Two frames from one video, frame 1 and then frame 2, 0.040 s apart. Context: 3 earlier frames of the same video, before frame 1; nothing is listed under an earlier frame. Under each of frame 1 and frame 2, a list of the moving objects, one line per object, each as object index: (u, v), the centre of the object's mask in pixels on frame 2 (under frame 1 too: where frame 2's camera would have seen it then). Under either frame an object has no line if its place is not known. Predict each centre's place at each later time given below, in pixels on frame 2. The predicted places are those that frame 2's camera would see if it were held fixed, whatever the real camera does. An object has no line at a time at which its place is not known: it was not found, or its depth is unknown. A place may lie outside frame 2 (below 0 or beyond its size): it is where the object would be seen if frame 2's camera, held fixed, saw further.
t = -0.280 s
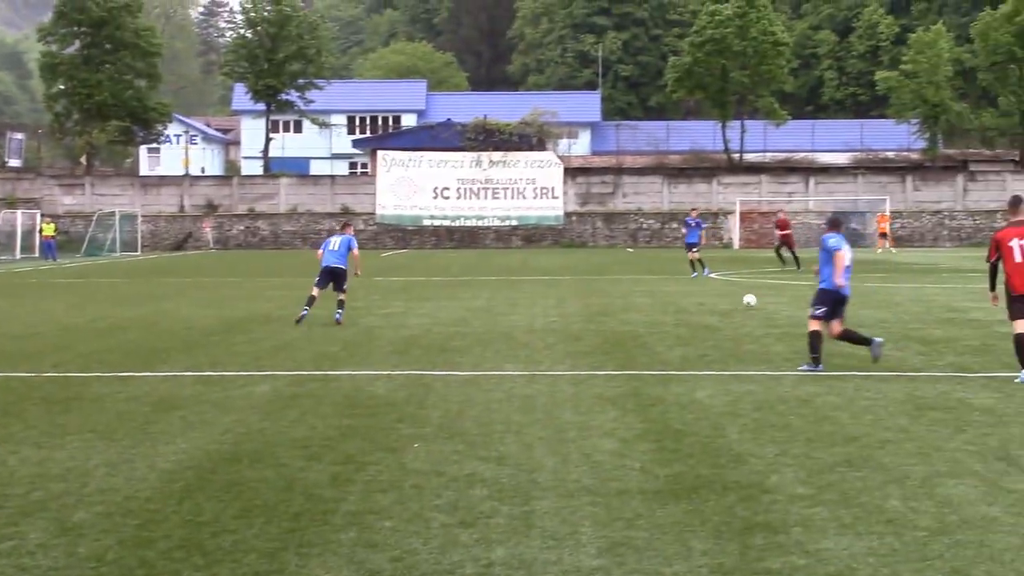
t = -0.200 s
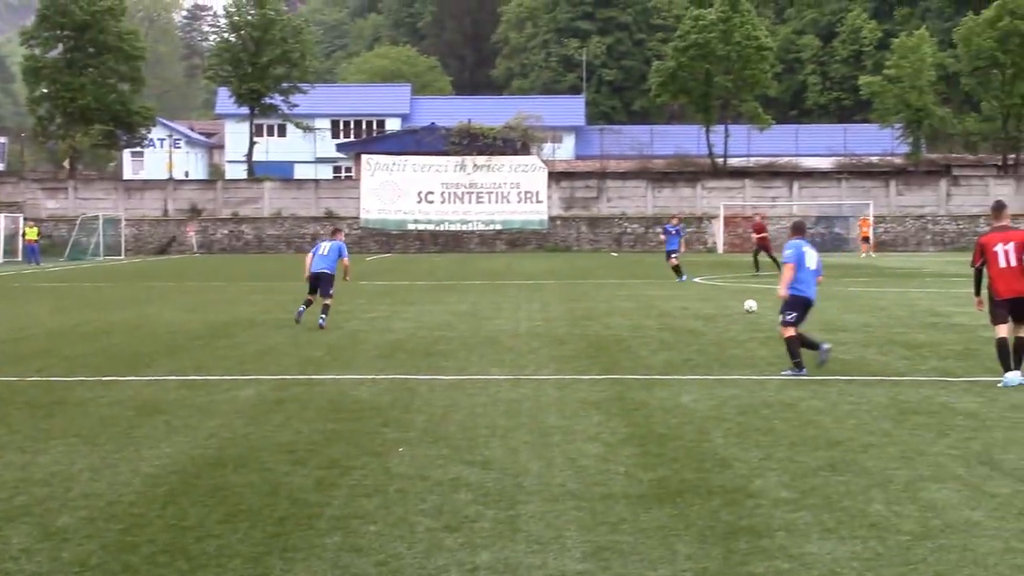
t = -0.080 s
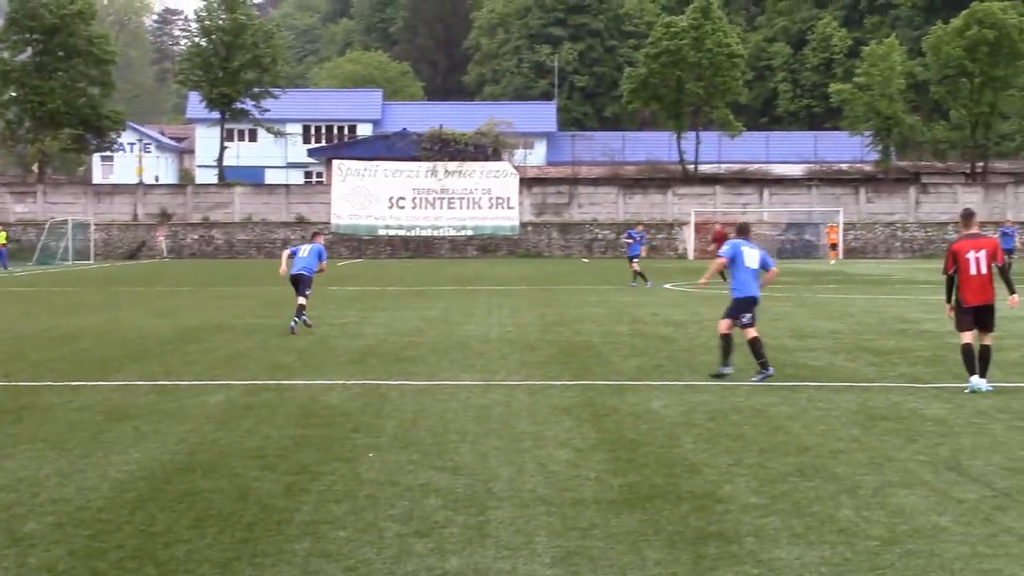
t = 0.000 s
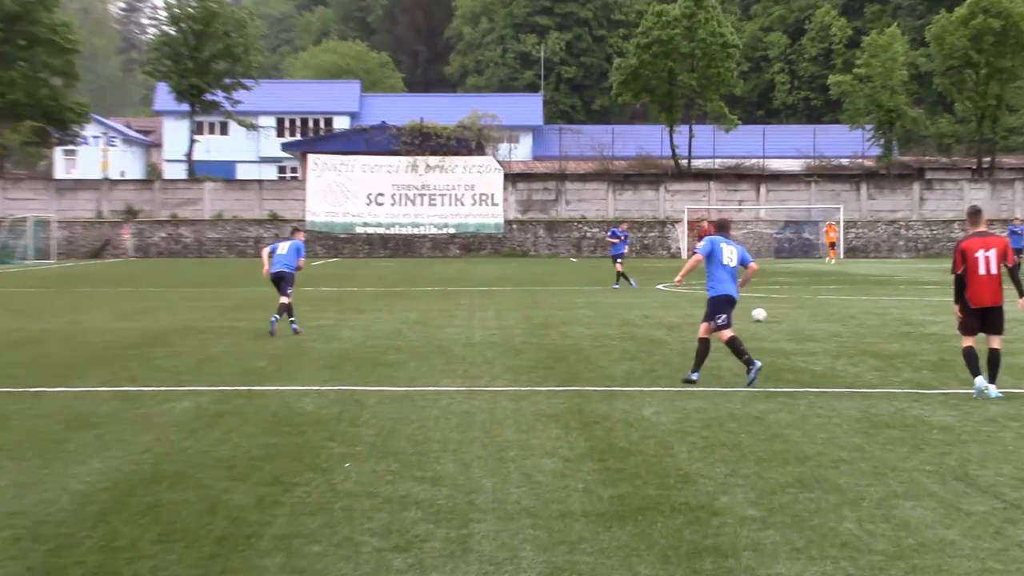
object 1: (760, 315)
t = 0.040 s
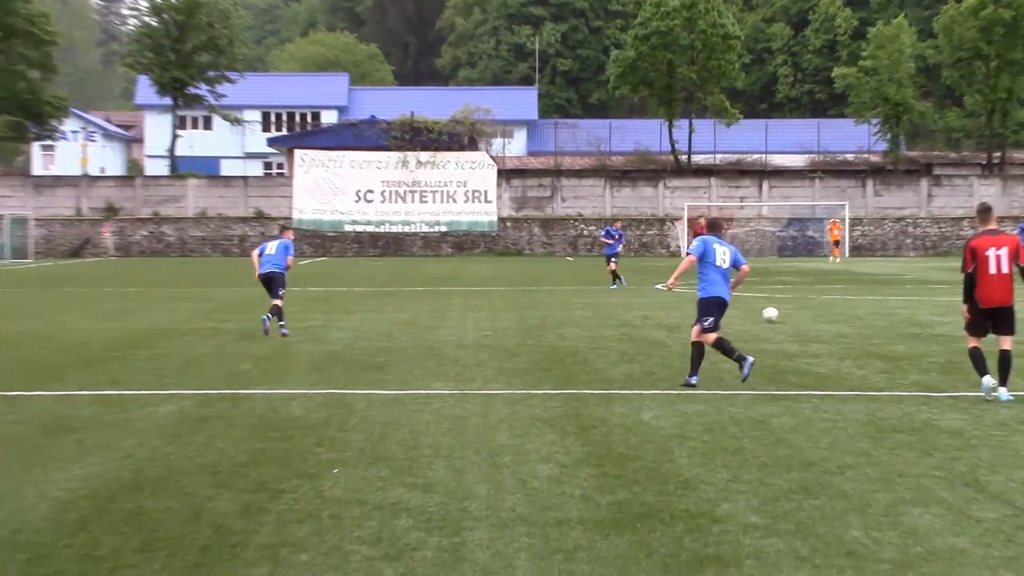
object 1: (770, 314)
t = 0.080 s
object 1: (780, 315)
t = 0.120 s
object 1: (790, 315)
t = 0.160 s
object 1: (802, 316)
